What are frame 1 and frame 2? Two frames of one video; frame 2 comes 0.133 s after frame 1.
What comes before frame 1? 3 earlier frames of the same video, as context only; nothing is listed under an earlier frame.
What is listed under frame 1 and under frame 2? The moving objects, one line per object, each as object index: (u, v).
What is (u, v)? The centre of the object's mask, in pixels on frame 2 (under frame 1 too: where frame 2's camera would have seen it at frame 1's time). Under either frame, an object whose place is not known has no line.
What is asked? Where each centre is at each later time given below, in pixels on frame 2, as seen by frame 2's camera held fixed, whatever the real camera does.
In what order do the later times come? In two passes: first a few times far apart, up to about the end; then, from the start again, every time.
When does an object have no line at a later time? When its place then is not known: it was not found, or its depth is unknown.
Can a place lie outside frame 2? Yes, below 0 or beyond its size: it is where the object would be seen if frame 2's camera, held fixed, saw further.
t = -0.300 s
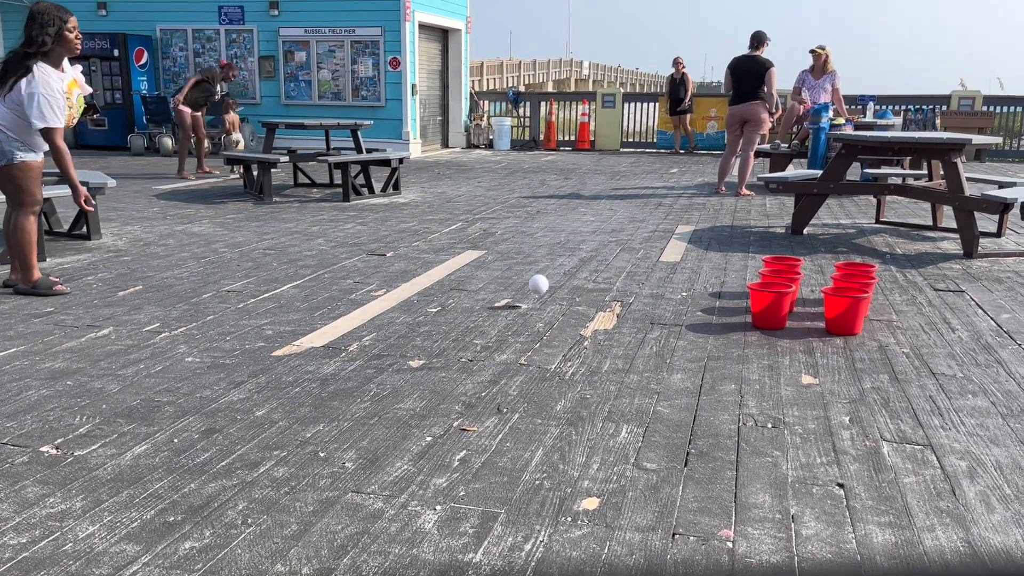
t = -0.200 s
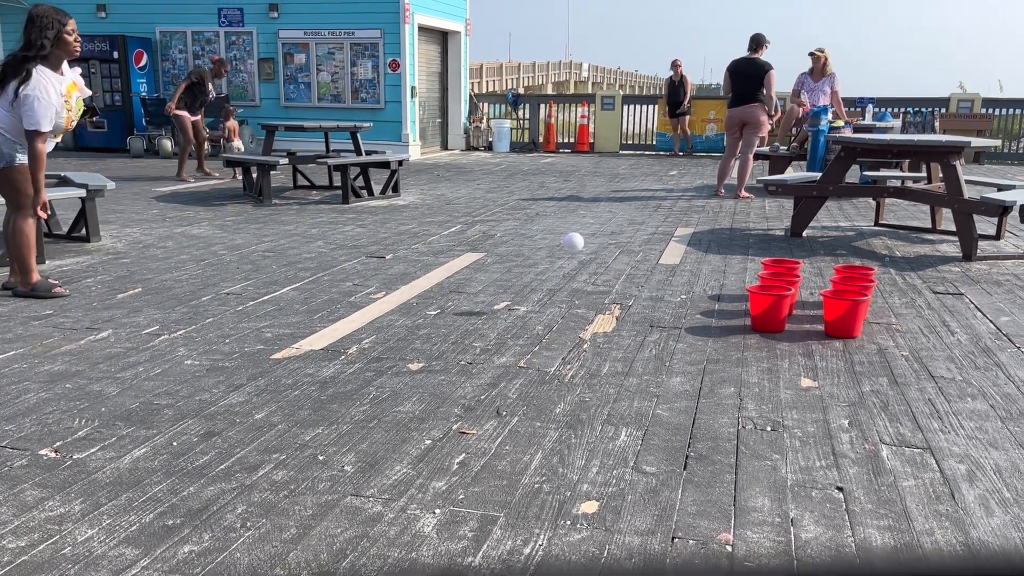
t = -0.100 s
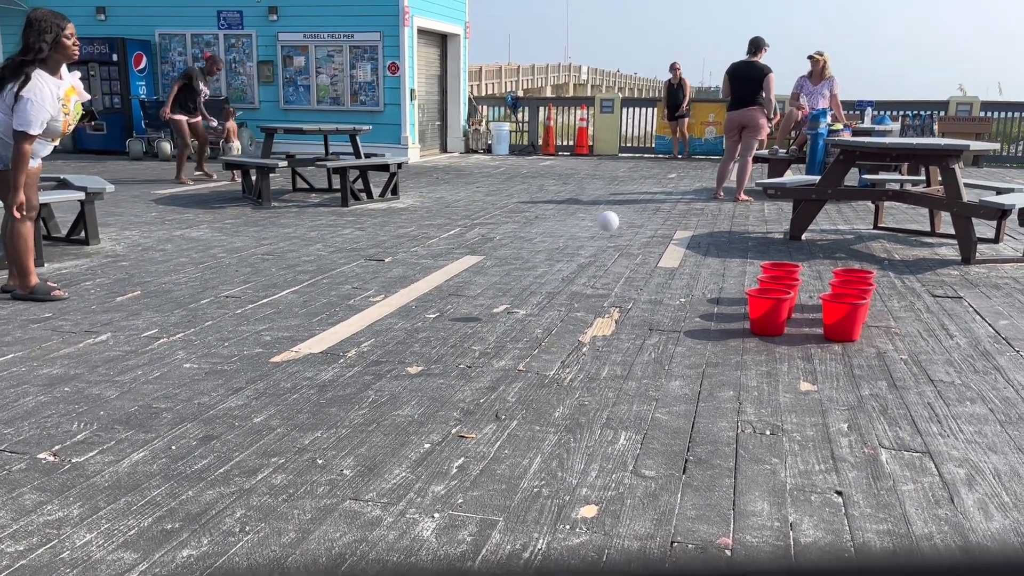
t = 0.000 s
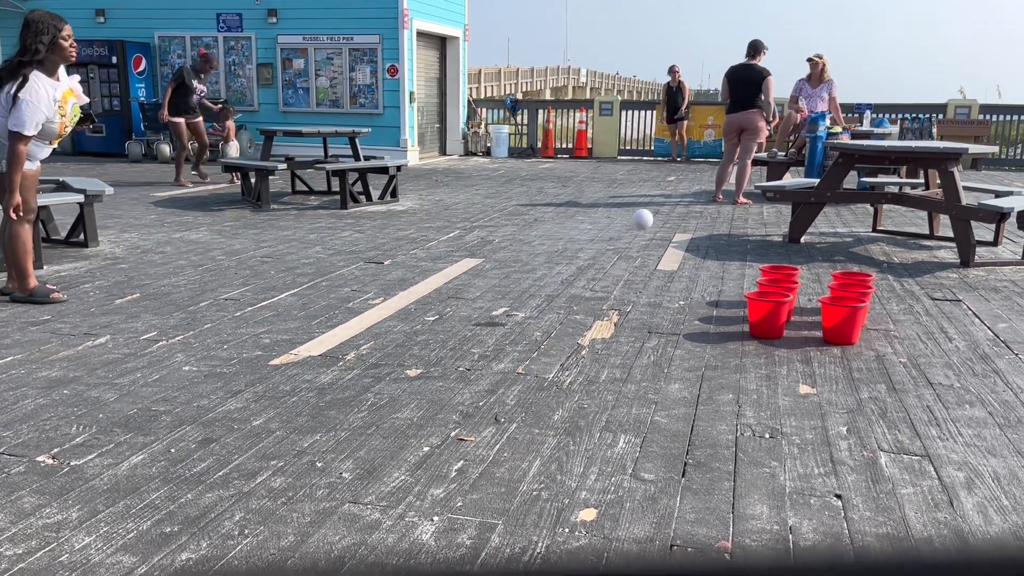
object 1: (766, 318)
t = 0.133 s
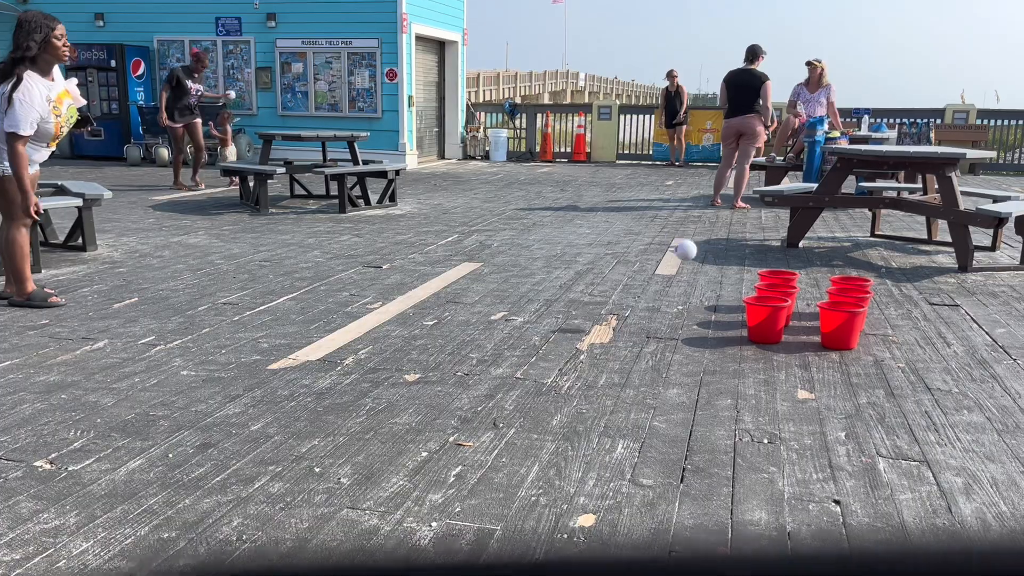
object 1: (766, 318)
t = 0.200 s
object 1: (766, 318)
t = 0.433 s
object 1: (775, 315)
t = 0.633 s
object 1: (786, 316)
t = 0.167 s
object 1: (766, 318)
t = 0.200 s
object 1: (766, 318)
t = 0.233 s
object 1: (766, 318)
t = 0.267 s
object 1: (766, 318)
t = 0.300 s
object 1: (766, 318)
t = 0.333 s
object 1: (767, 317)
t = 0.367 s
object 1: (770, 316)
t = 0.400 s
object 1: (773, 316)
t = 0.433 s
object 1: (775, 315)
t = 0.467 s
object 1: (778, 315)
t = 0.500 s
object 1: (780, 315)
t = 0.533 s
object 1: (781, 315)
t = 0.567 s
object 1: (783, 315)
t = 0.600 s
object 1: (784, 315)
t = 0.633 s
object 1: (786, 316)
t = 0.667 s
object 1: (788, 316)
